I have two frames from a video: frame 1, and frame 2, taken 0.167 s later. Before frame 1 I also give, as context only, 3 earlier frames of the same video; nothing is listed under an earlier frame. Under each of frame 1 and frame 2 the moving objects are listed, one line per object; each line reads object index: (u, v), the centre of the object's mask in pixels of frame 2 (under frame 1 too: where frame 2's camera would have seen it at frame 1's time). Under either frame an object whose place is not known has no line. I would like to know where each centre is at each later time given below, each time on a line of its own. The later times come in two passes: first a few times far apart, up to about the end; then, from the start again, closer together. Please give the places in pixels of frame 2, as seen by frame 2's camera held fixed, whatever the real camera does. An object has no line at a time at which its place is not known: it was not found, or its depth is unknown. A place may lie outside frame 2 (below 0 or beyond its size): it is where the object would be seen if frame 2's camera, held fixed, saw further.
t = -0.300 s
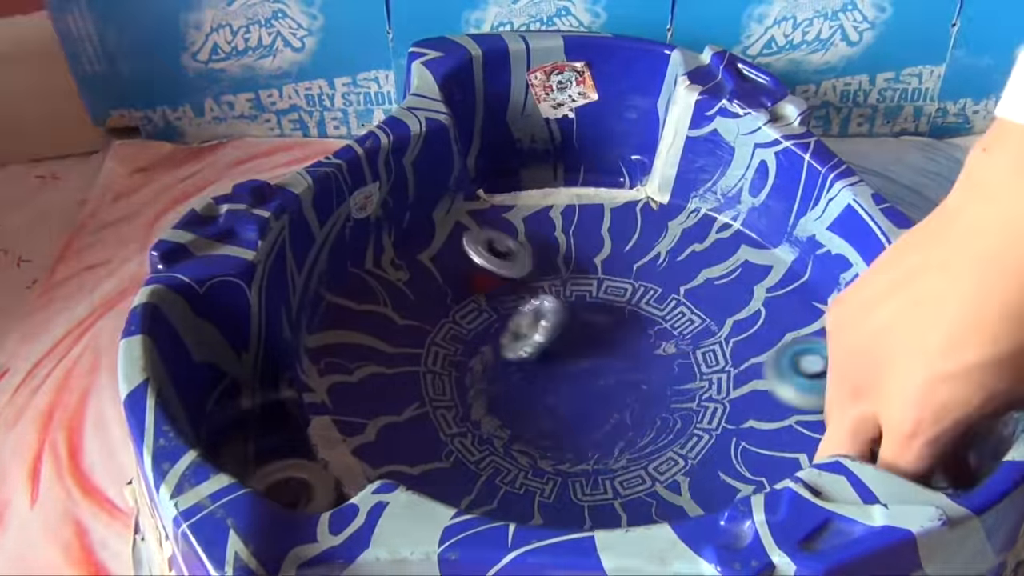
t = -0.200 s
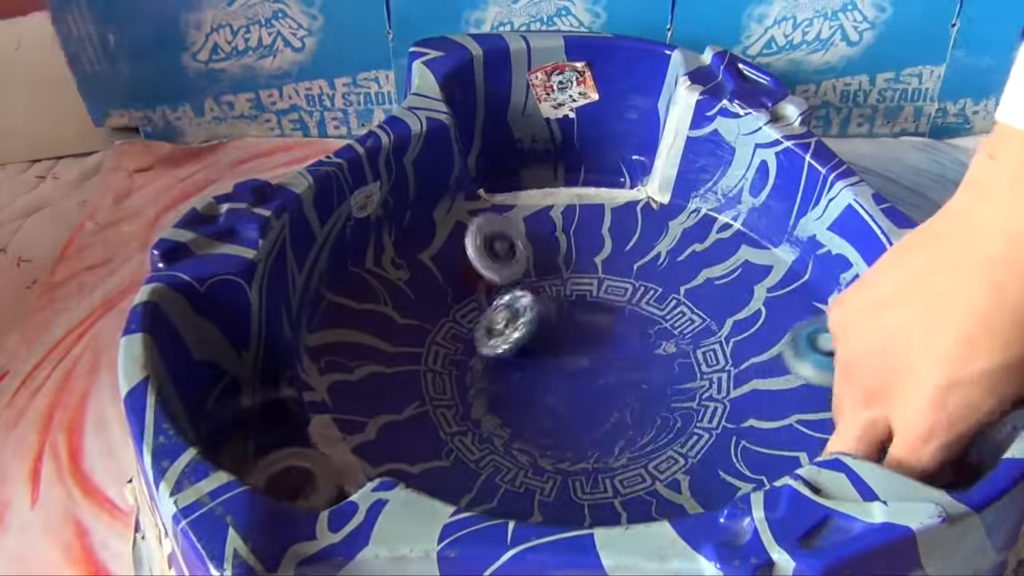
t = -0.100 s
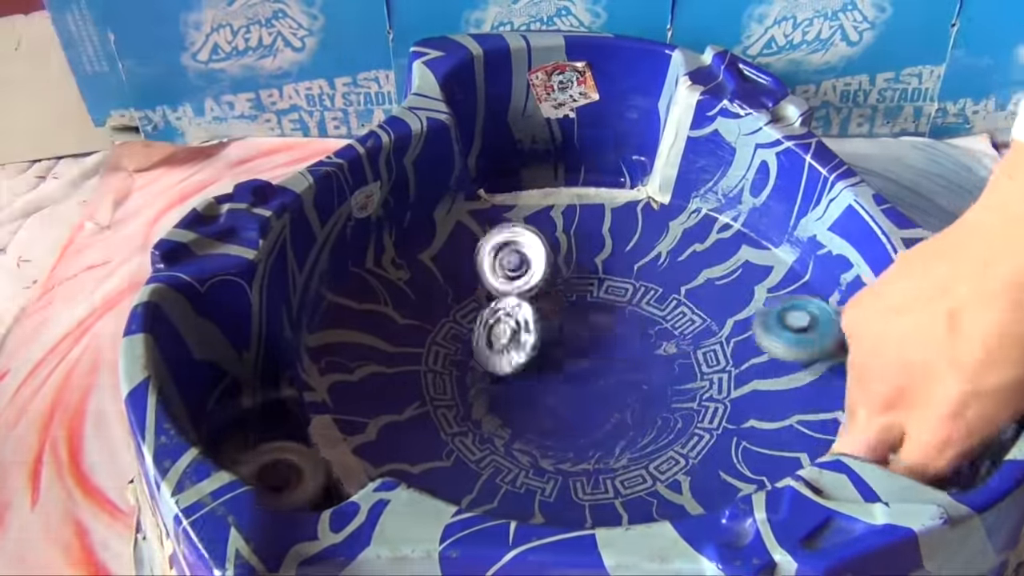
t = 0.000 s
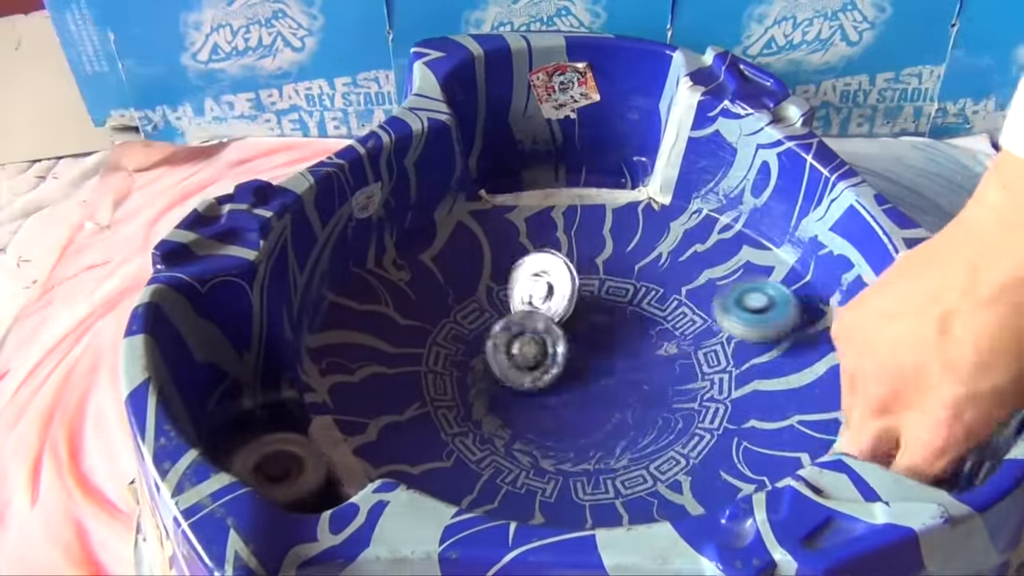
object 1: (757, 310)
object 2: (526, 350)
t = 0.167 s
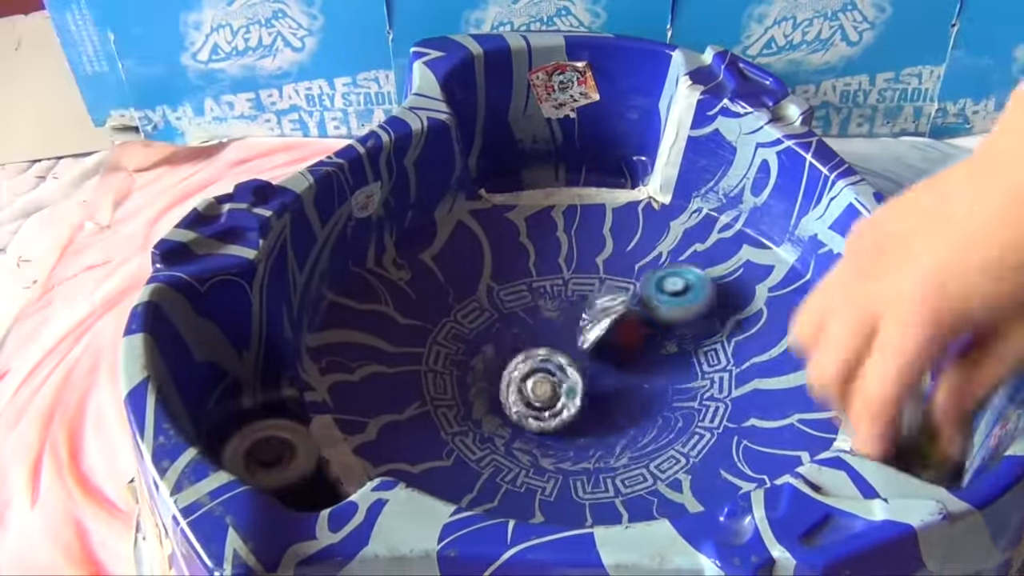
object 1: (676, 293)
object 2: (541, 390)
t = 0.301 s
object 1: (661, 296)
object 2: (558, 417)
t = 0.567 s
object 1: (568, 332)
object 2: (605, 401)
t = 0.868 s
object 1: (680, 289)
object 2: (600, 430)
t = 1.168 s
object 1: (570, 323)
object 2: (575, 401)
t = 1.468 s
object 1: (624, 306)
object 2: (639, 421)
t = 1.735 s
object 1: (583, 325)
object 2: (609, 408)
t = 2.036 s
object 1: (596, 352)
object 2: (585, 413)
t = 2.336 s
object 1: (609, 327)
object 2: (581, 422)
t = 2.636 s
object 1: (600, 329)
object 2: (553, 413)
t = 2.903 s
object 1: (597, 340)
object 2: (576, 414)
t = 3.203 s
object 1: (612, 354)
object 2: (592, 424)
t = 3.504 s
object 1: (626, 347)
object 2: (577, 412)
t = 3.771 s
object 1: (621, 343)
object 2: (588, 418)
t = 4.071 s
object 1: (606, 346)
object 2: (583, 414)
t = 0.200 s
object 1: (680, 292)
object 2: (548, 392)
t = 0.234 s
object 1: (679, 292)
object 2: (550, 401)
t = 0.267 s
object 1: (672, 294)
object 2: (553, 412)
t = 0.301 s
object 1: (661, 296)
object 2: (558, 417)
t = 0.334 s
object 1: (645, 299)
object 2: (564, 420)
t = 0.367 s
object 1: (631, 302)
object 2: (571, 419)
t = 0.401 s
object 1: (617, 306)
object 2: (577, 419)
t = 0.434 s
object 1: (603, 311)
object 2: (585, 416)
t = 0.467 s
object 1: (592, 318)
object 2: (592, 411)
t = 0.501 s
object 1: (583, 323)
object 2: (597, 405)
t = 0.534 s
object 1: (576, 330)
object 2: (601, 400)
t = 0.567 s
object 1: (568, 332)
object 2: (605, 401)
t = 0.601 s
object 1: (576, 323)
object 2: (614, 414)
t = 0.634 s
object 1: (612, 313)
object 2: (620, 424)
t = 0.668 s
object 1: (642, 302)
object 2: (622, 429)
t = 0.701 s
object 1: (666, 295)
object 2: (619, 431)
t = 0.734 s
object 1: (683, 290)
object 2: (615, 431)
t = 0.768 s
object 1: (692, 287)
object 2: (611, 431)
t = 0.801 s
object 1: (694, 287)
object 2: (608, 431)
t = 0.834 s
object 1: (690, 288)
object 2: (604, 431)
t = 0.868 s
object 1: (680, 289)
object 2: (600, 430)
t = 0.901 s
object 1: (668, 290)
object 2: (597, 430)
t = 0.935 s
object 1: (654, 291)
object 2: (593, 428)
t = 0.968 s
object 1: (639, 293)
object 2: (588, 427)
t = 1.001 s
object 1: (624, 297)
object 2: (584, 425)
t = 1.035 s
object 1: (609, 301)
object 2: (579, 423)
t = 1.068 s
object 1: (597, 306)
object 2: (575, 418)
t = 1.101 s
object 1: (585, 312)
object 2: (573, 412)
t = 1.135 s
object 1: (576, 317)
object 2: (573, 407)
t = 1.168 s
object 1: (570, 323)
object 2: (575, 401)
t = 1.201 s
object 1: (566, 330)
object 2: (579, 396)
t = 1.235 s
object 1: (565, 336)
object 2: (585, 391)
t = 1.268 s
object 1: (567, 341)
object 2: (590, 388)
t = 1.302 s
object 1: (584, 339)
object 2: (599, 386)
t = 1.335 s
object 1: (599, 329)
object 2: (609, 399)
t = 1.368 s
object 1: (610, 320)
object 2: (618, 410)
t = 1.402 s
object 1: (619, 312)
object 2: (626, 415)
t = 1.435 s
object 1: (624, 308)
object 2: (635, 418)
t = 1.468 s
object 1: (624, 306)
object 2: (639, 421)
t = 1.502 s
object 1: (619, 306)
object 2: (641, 423)
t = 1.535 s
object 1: (610, 308)
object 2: (641, 423)
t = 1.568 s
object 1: (600, 312)
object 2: (641, 422)
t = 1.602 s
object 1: (592, 314)
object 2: (638, 420)
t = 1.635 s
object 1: (587, 317)
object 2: (634, 416)
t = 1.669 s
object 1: (584, 319)
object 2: (626, 412)
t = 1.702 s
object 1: (583, 322)
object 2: (617, 409)
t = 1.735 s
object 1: (583, 325)
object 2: (609, 408)
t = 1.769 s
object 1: (583, 329)
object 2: (600, 409)
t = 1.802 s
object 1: (583, 332)
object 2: (593, 410)
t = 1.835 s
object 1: (584, 334)
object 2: (588, 412)
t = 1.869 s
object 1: (584, 337)
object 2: (585, 414)
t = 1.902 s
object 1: (585, 340)
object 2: (584, 415)
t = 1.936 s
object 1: (587, 343)
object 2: (583, 415)
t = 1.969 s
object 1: (589, 346)
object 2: (583, 415)
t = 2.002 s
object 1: (592, 349)
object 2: (584, 415)
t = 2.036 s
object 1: (596, 352)
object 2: (585, 413)
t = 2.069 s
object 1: (600, 350)
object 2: (587, 415)
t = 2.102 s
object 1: (605, 341)
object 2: (584, 426)
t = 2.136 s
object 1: (609, 335)
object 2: (588, 436)
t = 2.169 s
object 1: (610, 331)
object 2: (589, 437)
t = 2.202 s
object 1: (611, 329)
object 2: (590, 437)
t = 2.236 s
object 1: (611, 328)
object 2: (590, 435)
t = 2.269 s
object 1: (611, 327)
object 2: (589, 433)
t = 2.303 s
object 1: (610, 327)
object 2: (587, 428)
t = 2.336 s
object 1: (609, 327)
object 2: (581, 422)
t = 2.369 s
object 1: (607, 327)
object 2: (574, 417)
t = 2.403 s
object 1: (606, 326)
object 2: (570, 415)
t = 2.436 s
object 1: (605, 326)
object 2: (565, 414)
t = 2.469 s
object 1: (604, 326)
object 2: (561, 413)
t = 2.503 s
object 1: (603, 327)
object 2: (557, 413)
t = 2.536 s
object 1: (602, 327)
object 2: (555, 414)
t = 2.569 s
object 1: (601, 327)
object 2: (551, 413)
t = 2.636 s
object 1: (600, 329)
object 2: (553, 413)
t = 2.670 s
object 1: (599, 330)
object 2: (555, 412)
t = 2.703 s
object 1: (598, 331)
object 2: (557, 412)
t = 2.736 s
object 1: (597, 332)
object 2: (559, 412)
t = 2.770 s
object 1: (596, 334)
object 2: (562, 412)
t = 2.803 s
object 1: (596, 335)
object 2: (565, 412)
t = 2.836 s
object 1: (597, 336)
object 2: (571, 412)
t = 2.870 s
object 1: (597, 338)
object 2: (573, 413)
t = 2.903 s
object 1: (597, 340)
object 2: (576, 414)
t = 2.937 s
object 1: (597, 342)
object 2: (579, 416)
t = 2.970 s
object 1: (598, 344)
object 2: (584, 418)
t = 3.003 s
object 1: (599, 346)
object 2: (587, 419)
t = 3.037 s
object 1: (600, 347)
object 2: (589, 421)
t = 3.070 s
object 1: (602, 349)
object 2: (590, 423)
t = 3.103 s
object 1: (604, 350)
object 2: (591, 424)
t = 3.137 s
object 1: (607, 352)
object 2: (592, 424)
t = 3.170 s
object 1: (610, 353)
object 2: (592, 424)
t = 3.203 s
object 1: (612, 354)
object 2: (592, 424)
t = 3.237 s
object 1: (614, 354)
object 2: (591, 423)
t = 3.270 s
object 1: (616, 353)
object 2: (590, 421)
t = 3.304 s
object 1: (619, 352)
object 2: (588, 420)
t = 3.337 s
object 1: (621, 351)
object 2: (585, 417)
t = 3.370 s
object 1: (623, 350)
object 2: (582, 415)
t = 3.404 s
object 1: (624, 349)
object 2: (580, 413)
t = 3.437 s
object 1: (625, 348)
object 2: (579, 413)
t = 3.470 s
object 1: (625, 347)
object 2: (579, 413)
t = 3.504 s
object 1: (626, 347)
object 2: (577, 412)
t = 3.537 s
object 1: (626, 346)
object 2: (578, 412)
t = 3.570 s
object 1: (626, 345)
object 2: (578, 412)
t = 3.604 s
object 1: (626, 345)
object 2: (579, 413)
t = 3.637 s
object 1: (625, 344)
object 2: (580, 413)
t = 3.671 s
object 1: (624, 343)
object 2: (582, 414)
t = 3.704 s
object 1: (624, 343)
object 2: (584, 415)
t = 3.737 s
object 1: (622, 343)
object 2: (587, 417)
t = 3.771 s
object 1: (621, 343)
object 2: (588, 418)
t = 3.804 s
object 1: (620, 342)
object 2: (588, 419)
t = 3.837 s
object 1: (618, 342)
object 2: (588, 419)
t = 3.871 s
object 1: (616, 342)
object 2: (588, 418)
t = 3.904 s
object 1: (615, 342)
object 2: (587, 418)
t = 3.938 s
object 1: (613, 342)
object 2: (586, 416)
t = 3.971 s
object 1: (611, 343)
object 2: (584, 414)
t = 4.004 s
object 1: (609, 343)
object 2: (582, 413)
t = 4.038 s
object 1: (607, 345)
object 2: (581, 413)
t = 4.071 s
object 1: (606, 346)
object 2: (583, 414)
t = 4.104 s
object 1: (605, 348)
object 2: (585, 415)
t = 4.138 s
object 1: (604, 350)
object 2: (586, 416)
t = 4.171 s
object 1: (604, 352)
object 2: (587, 416)
